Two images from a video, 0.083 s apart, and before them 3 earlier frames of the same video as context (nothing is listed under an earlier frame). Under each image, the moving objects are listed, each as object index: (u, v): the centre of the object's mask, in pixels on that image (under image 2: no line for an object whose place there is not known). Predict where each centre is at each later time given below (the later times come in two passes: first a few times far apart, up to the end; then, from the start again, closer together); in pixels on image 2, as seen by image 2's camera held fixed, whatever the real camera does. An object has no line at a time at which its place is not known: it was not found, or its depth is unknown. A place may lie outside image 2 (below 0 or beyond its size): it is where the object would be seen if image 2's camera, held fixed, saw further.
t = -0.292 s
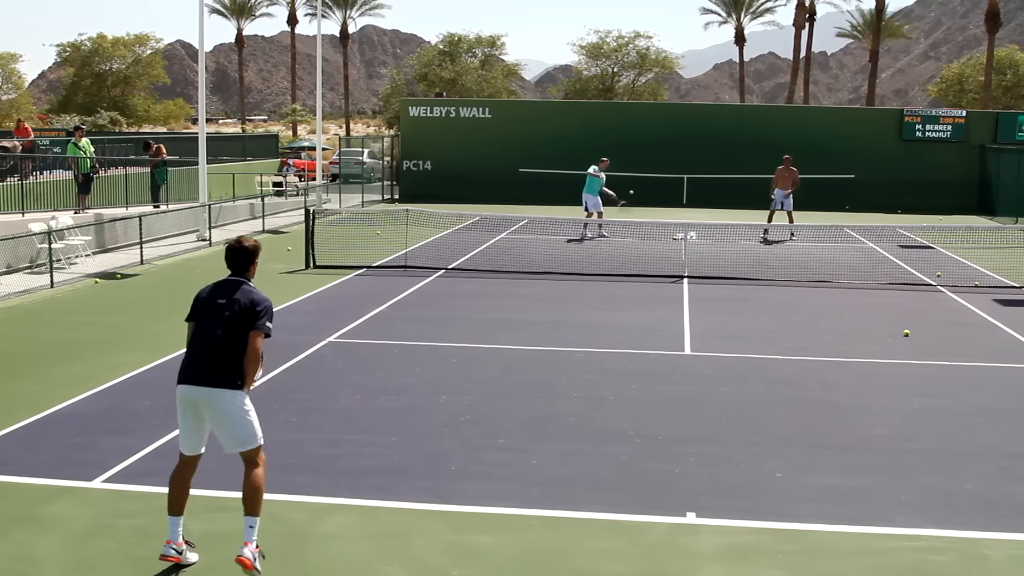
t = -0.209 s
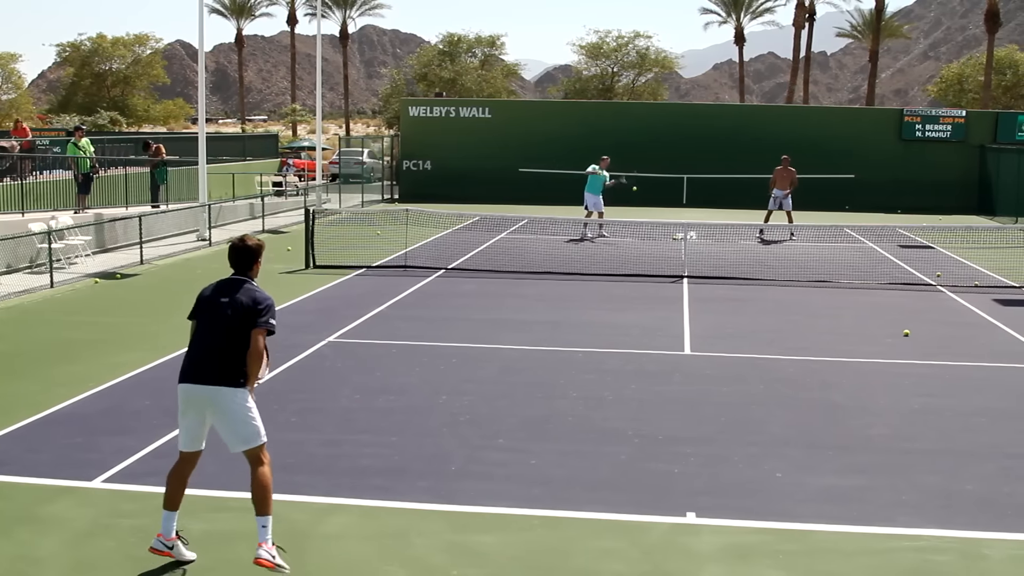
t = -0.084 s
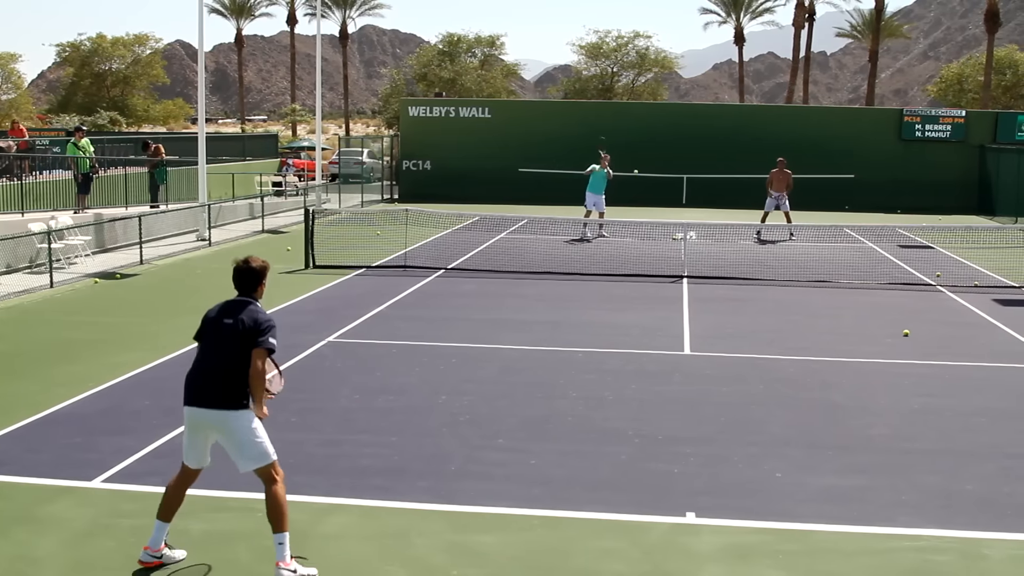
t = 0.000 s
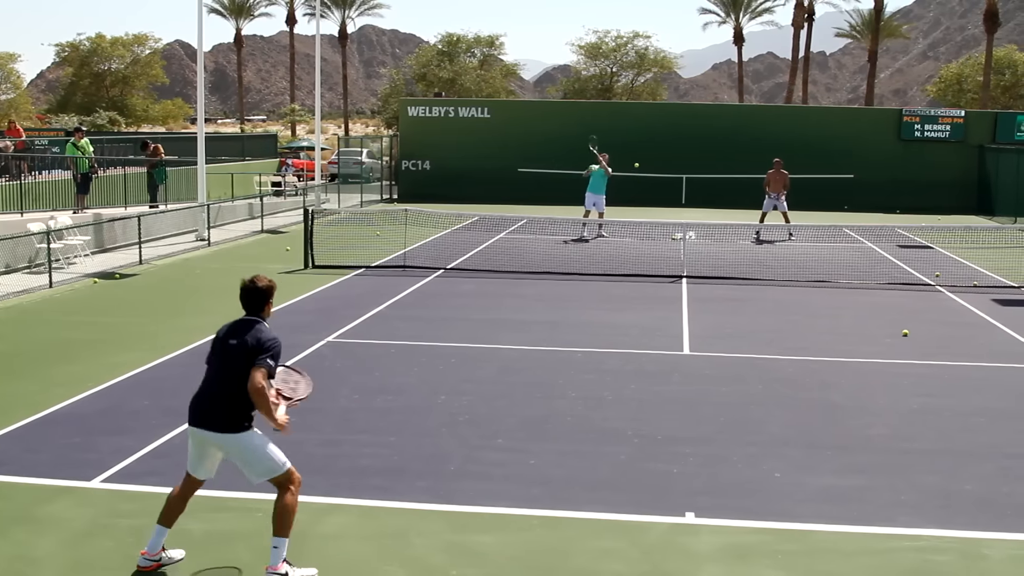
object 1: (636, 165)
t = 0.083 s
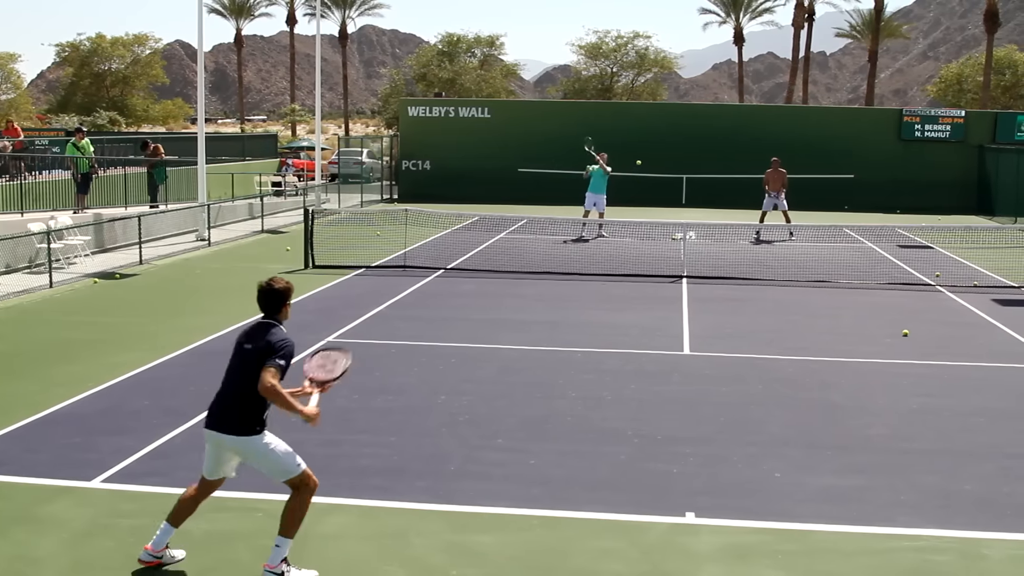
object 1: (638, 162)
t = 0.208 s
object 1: (642, 168)
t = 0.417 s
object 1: (651, 215)
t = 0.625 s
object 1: (665, 335)
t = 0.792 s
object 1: (677, 385)
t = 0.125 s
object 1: (639, 163)
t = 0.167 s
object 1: (640, 165)
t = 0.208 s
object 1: (642, 168)
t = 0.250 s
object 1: (643, 173)
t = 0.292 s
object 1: (645, 180)
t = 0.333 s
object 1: (646, 189)
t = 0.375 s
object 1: (648, 201)
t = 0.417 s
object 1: (651, 215)
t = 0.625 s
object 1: (665, 335)
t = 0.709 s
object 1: (672, 408)
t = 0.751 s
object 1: (675, 395)
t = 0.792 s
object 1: (677, 385)
